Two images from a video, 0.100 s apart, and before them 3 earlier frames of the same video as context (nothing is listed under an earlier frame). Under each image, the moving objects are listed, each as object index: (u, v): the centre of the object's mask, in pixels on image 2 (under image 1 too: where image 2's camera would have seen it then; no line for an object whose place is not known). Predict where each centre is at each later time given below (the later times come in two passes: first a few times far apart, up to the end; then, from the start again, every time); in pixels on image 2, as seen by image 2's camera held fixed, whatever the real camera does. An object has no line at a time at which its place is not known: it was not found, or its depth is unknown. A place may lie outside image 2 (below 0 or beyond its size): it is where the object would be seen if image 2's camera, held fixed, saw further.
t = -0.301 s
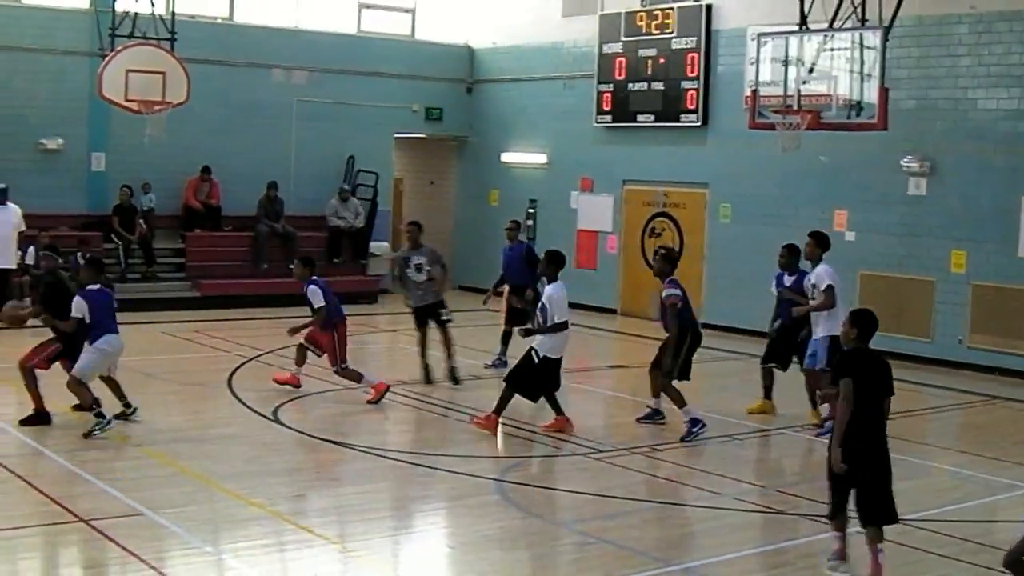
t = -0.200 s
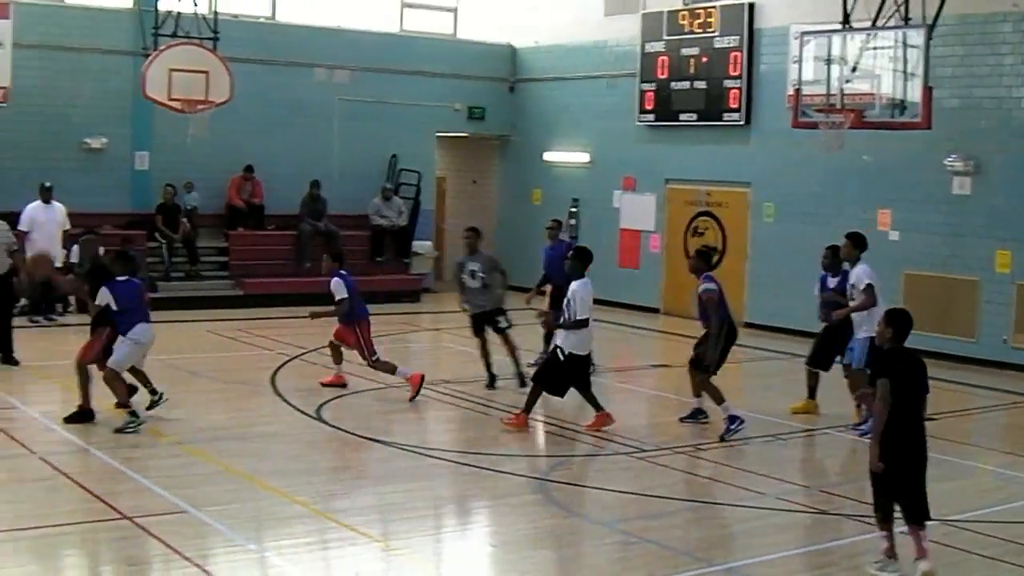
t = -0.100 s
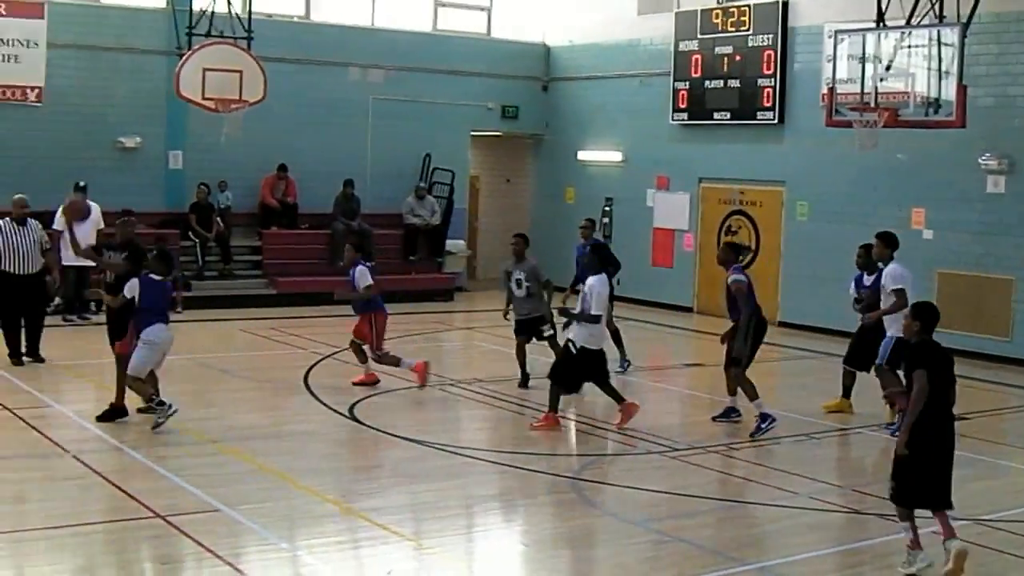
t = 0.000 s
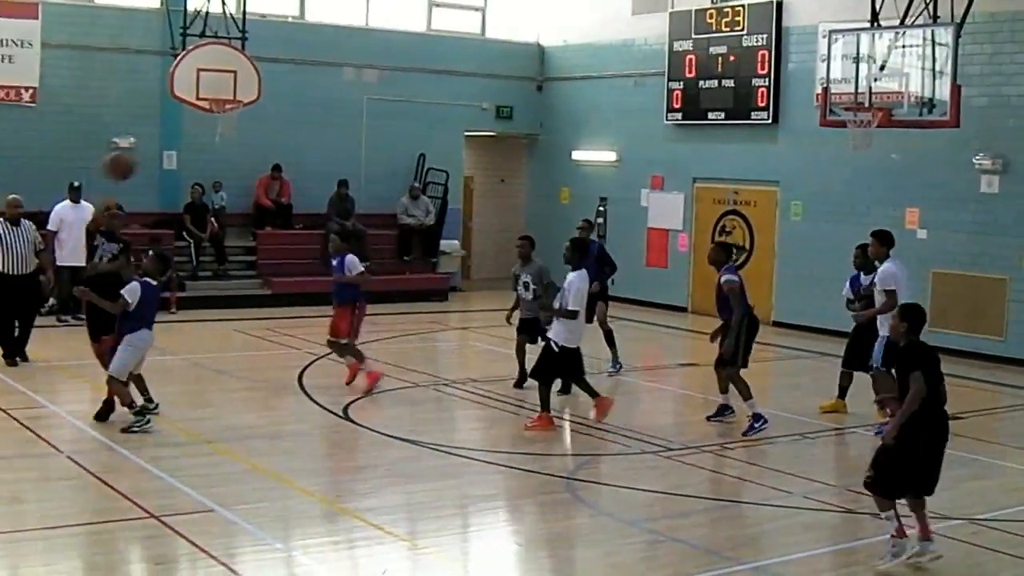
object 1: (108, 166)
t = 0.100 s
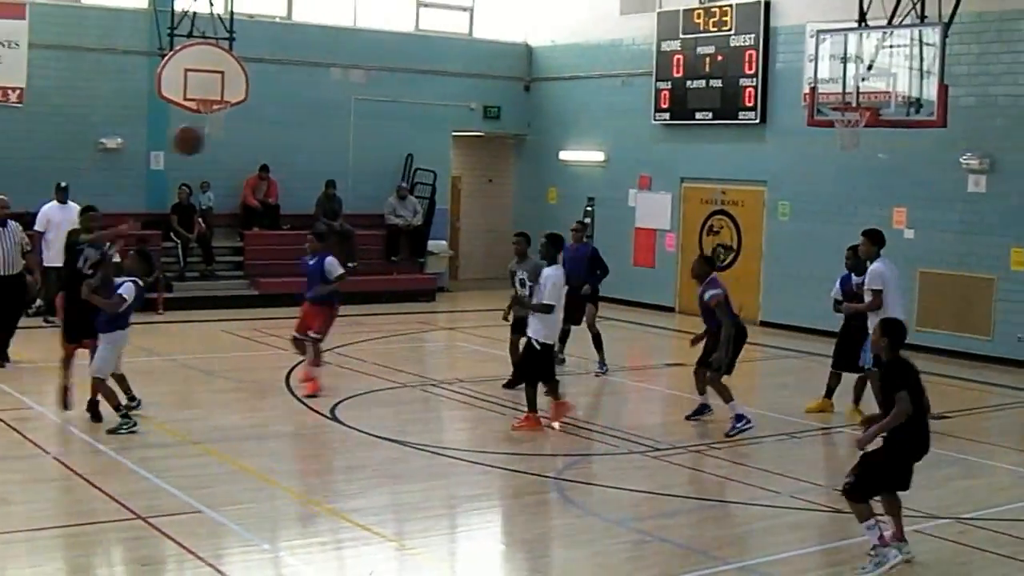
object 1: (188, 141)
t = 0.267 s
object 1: (341, 119)
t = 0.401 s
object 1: (480, 128)
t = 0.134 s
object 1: (216, 134)
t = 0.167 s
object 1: (246, 128)
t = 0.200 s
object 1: (277, 124)
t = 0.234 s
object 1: (308, 121)
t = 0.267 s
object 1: (341, 119)
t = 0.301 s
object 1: (373, 118)
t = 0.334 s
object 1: (408, 120)
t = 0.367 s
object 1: (442, 122)
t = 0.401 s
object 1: (480, 128)
